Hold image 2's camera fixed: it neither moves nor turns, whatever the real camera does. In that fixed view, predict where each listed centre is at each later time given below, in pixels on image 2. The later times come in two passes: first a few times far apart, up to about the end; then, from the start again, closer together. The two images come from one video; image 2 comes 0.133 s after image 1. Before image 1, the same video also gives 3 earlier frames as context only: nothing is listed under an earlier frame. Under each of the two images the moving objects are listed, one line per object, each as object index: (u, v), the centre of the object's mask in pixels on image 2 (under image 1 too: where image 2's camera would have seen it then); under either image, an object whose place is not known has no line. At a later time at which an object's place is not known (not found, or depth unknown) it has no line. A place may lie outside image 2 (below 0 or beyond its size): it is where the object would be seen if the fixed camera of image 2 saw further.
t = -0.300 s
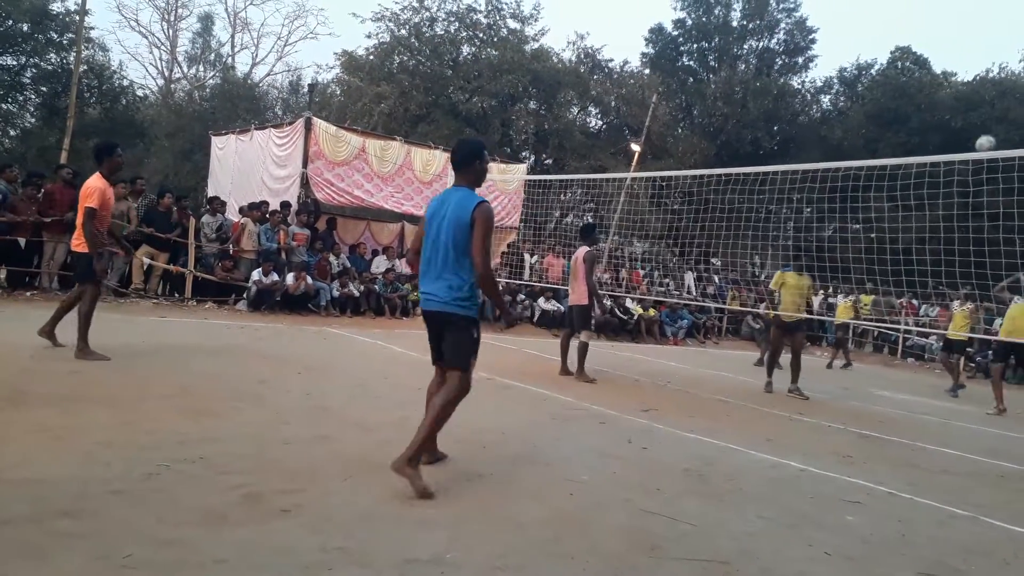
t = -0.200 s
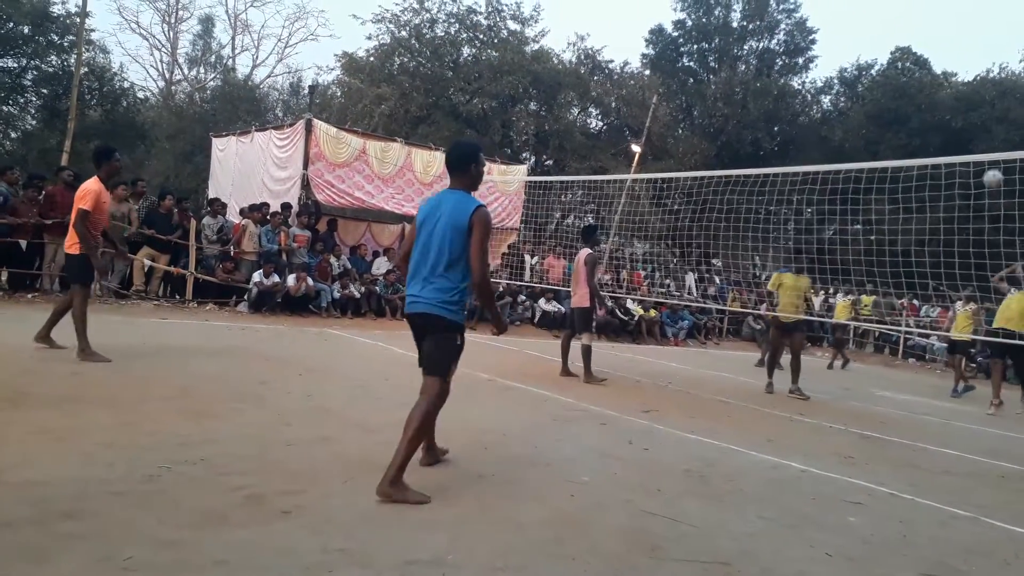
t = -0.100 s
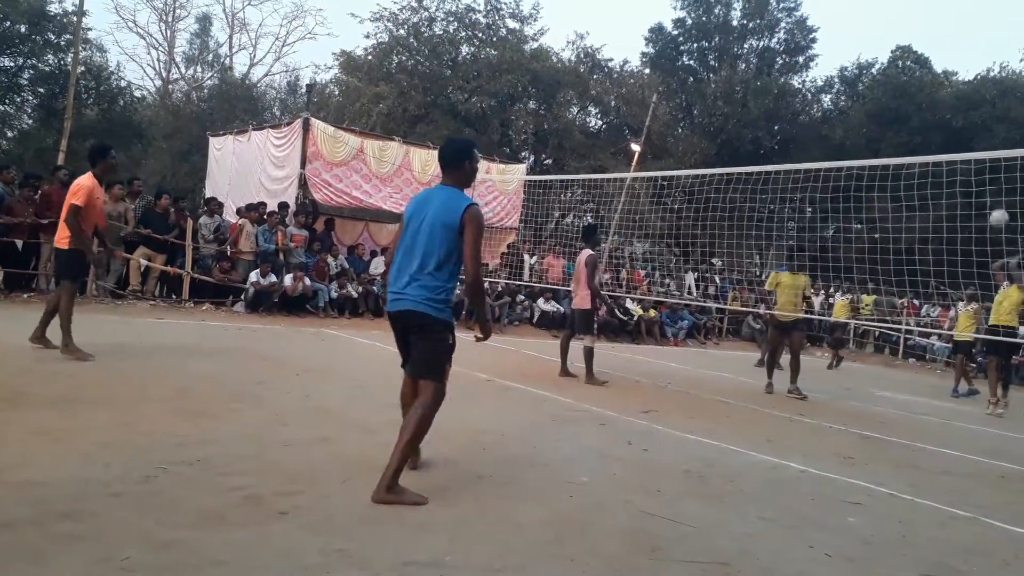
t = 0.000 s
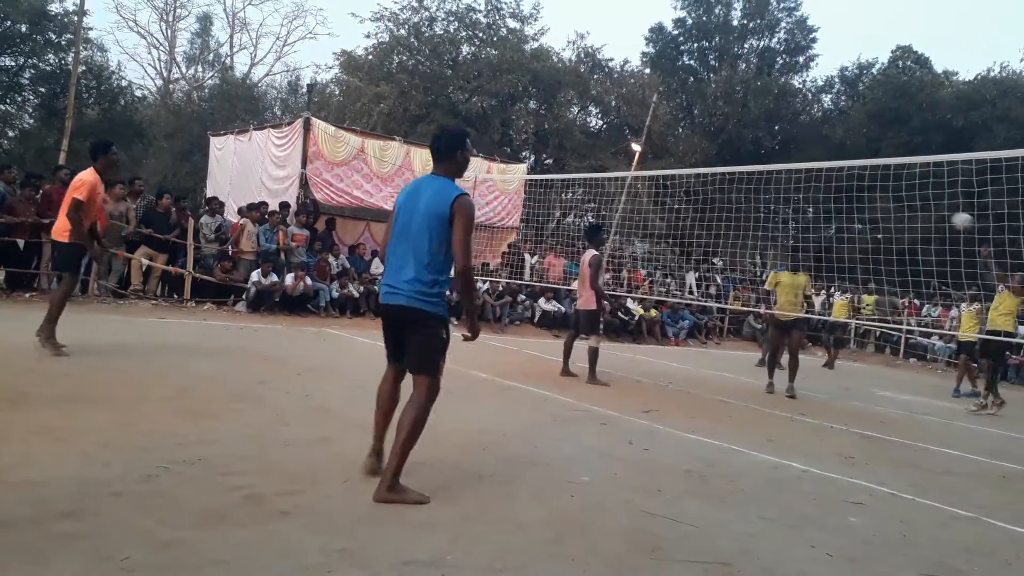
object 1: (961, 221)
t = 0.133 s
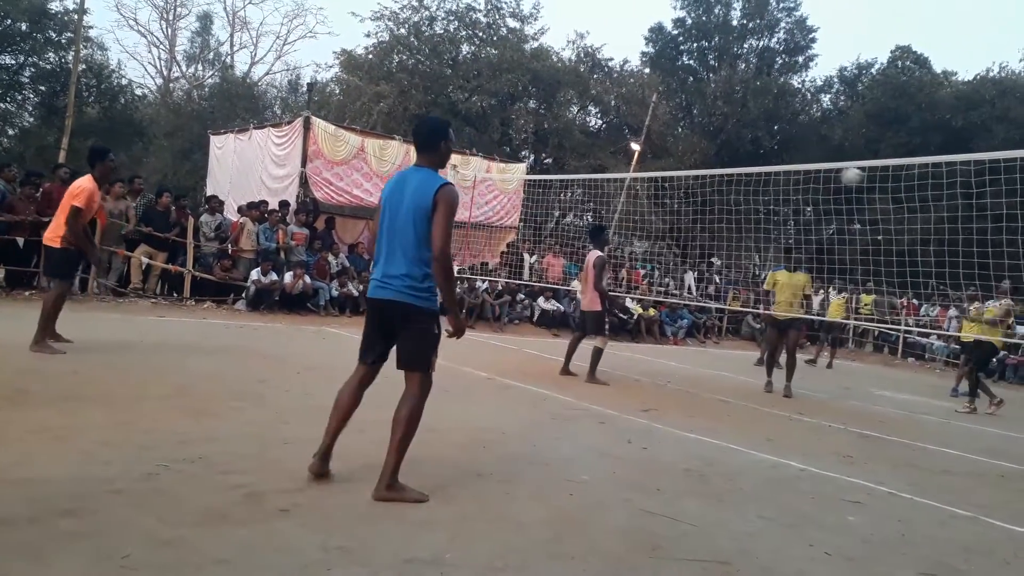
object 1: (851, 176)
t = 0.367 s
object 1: (641, 127)
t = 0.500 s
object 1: (509, 120)
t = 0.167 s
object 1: (824, 166)
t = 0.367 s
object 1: (641, 127)
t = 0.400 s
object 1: (611, 124)
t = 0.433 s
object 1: (575, 121)
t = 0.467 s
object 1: (543, 121)
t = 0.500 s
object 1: (509, 120)
